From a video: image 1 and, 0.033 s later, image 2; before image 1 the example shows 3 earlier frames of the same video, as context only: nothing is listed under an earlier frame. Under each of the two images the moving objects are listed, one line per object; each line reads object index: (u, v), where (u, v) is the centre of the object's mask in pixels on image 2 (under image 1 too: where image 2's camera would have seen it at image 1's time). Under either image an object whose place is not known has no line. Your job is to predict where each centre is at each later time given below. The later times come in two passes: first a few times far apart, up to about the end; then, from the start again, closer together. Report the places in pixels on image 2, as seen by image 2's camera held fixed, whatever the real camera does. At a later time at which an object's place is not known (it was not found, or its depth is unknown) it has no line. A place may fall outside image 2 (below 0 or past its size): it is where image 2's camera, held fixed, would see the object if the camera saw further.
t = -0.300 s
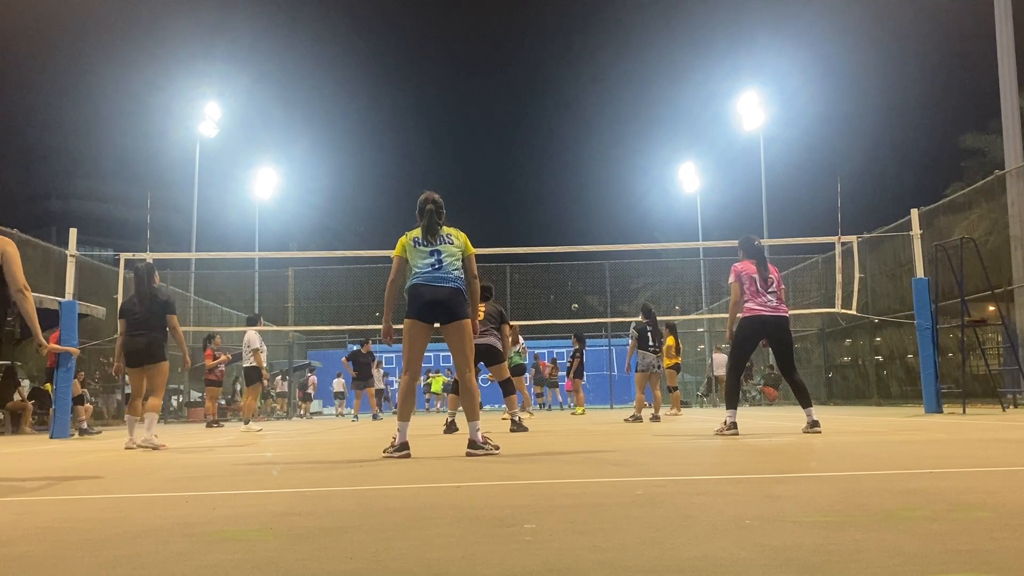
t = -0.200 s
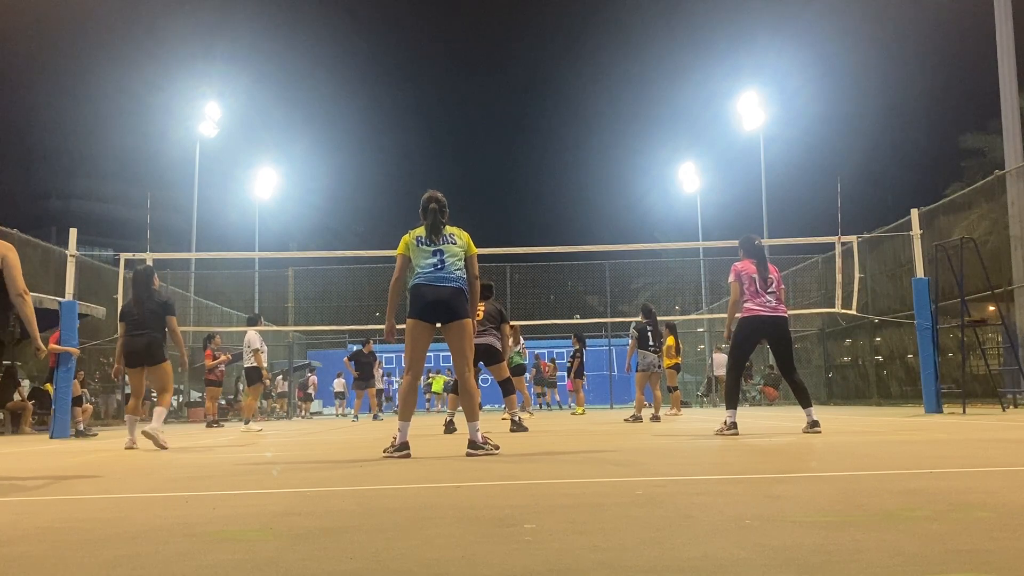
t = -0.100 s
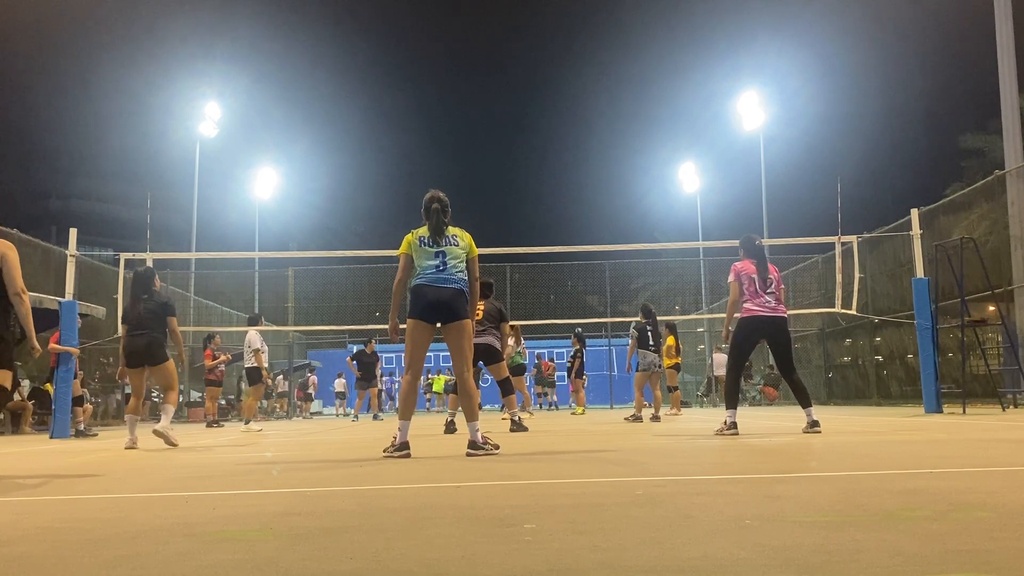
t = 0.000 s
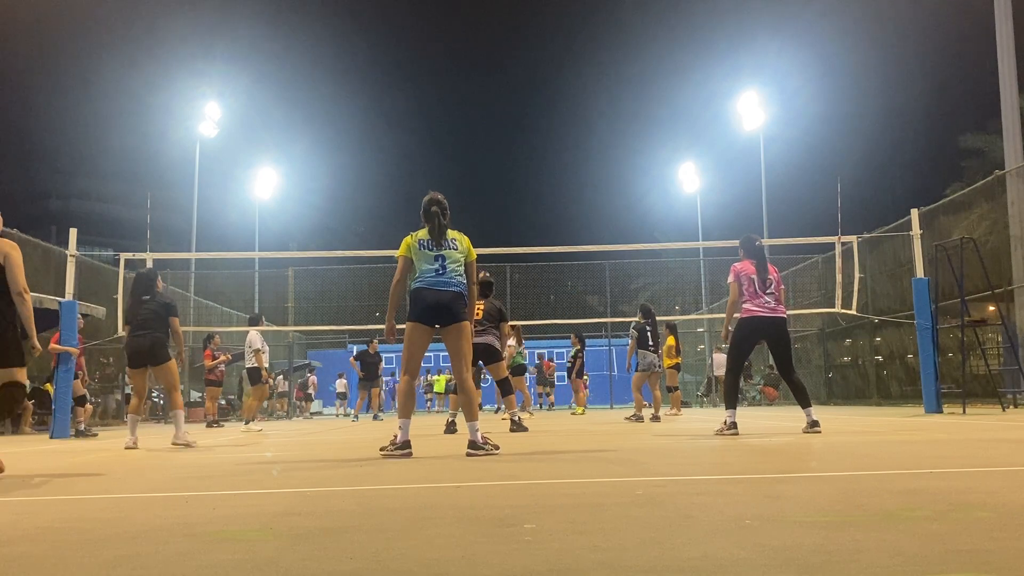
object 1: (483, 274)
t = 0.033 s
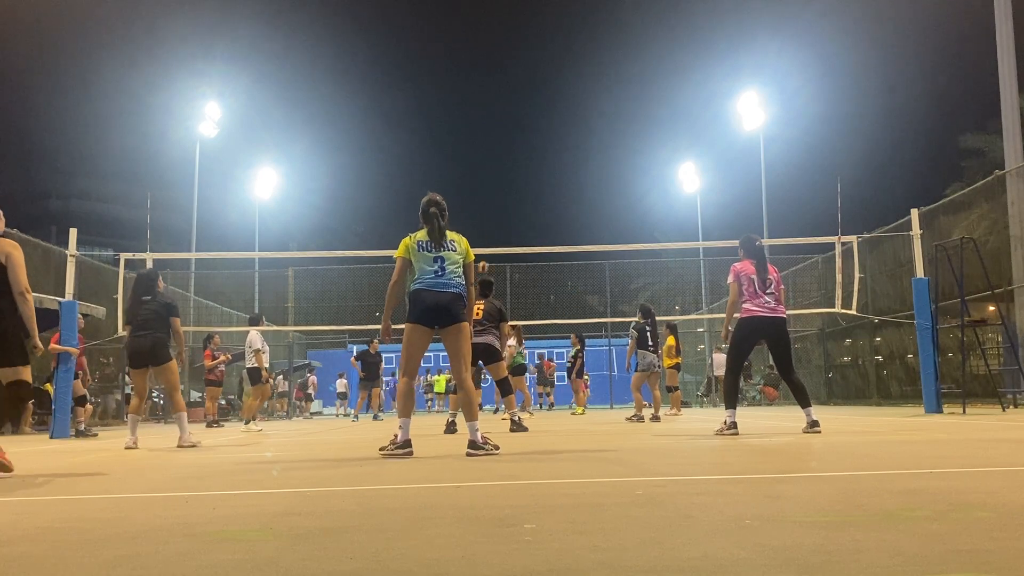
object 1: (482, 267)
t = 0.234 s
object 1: (476, 214)
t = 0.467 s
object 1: (468, 175)
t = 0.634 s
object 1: (460, 161)
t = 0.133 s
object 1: (480, 239)
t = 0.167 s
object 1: (478, 231)
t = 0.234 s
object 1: (476, 214)
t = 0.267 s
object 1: (475, 207)
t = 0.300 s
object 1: (474, 201)
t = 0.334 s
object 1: (473, 194)
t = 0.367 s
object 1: (472, 189)
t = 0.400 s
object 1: (470, 184)
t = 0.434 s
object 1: (469, 179)
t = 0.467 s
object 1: (468, 175)
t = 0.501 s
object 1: (466, 170)
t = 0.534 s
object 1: (464, 167)
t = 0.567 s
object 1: (463, 165)
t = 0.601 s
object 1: (461, 163)
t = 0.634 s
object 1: (460, 161)
